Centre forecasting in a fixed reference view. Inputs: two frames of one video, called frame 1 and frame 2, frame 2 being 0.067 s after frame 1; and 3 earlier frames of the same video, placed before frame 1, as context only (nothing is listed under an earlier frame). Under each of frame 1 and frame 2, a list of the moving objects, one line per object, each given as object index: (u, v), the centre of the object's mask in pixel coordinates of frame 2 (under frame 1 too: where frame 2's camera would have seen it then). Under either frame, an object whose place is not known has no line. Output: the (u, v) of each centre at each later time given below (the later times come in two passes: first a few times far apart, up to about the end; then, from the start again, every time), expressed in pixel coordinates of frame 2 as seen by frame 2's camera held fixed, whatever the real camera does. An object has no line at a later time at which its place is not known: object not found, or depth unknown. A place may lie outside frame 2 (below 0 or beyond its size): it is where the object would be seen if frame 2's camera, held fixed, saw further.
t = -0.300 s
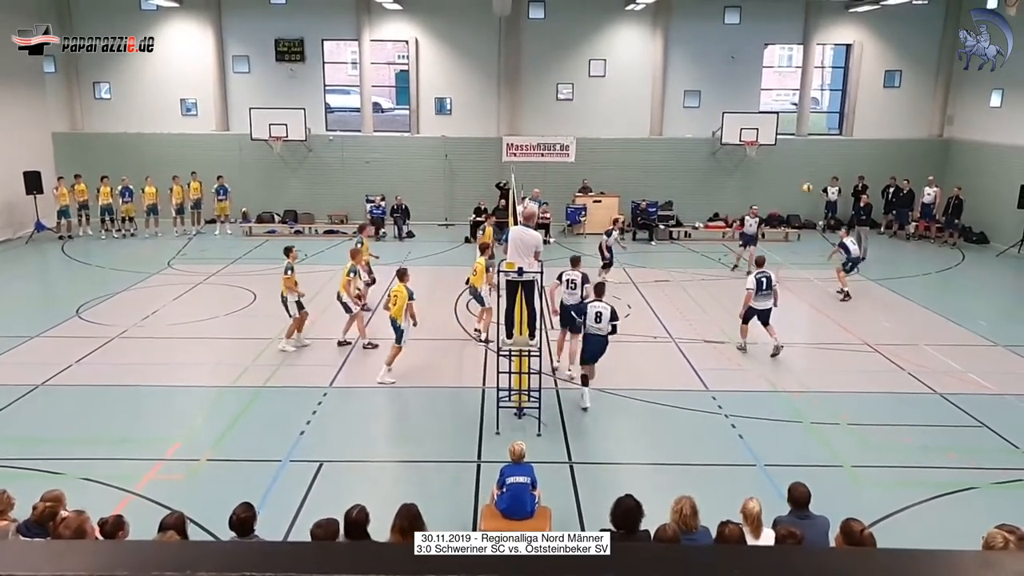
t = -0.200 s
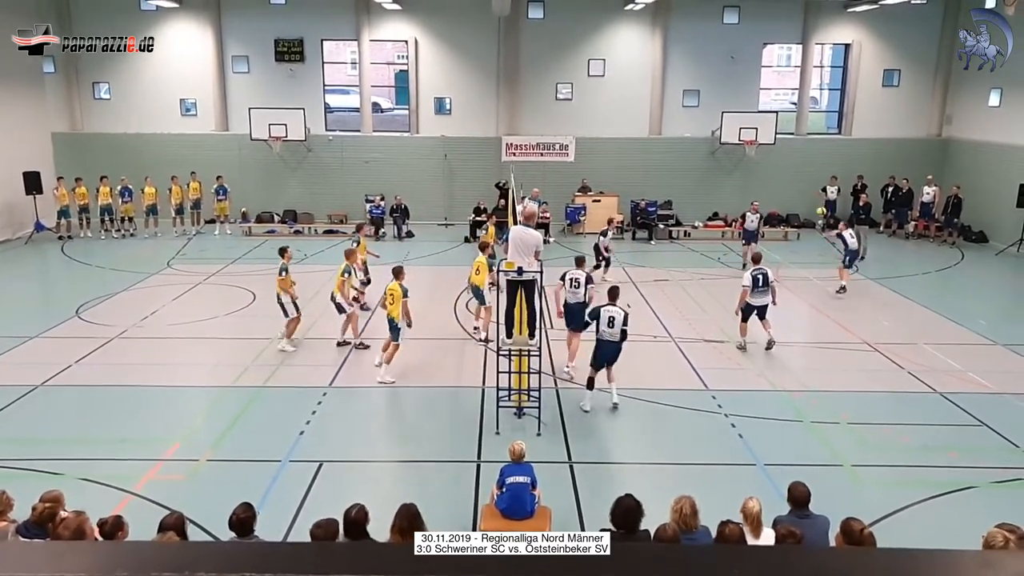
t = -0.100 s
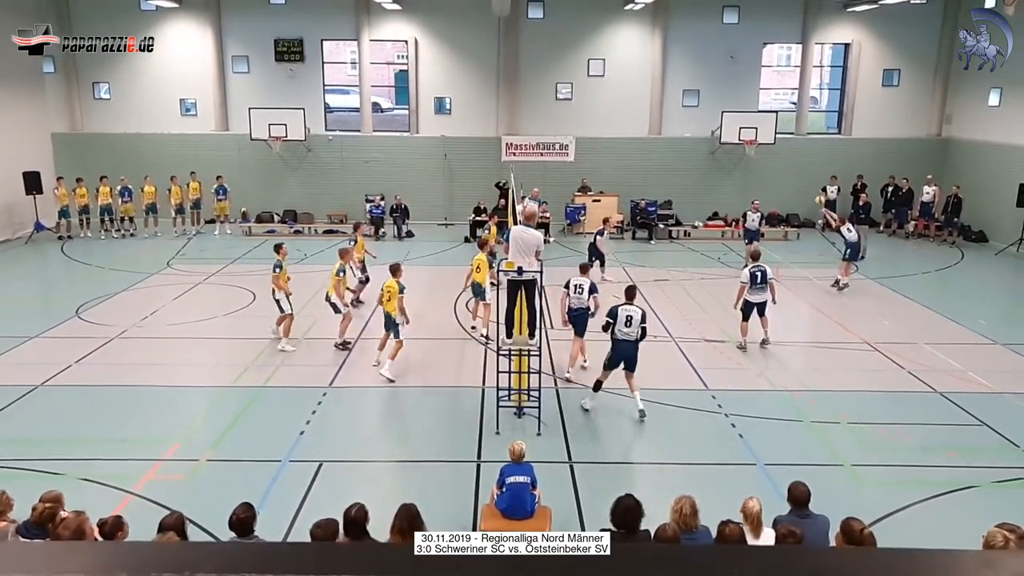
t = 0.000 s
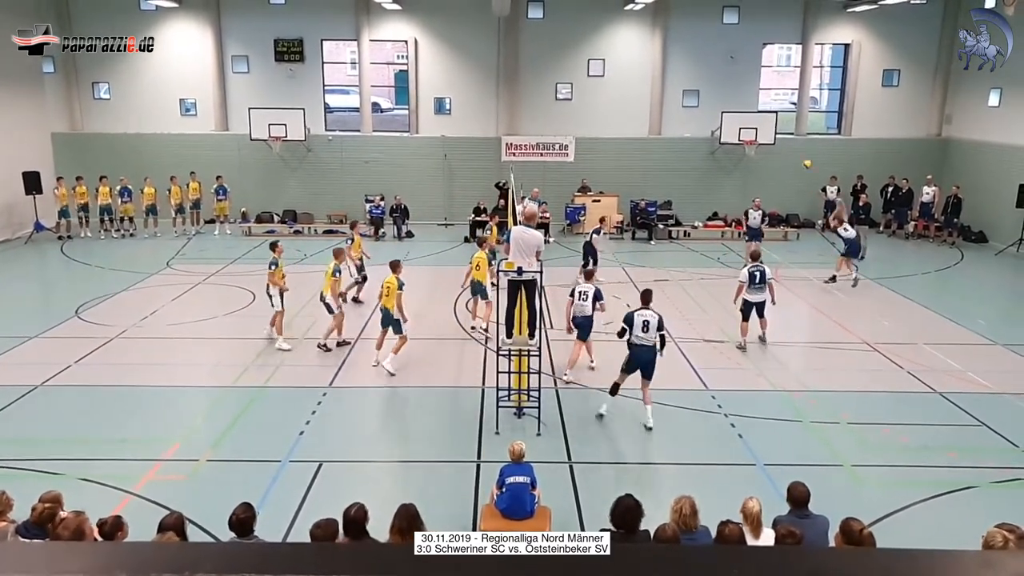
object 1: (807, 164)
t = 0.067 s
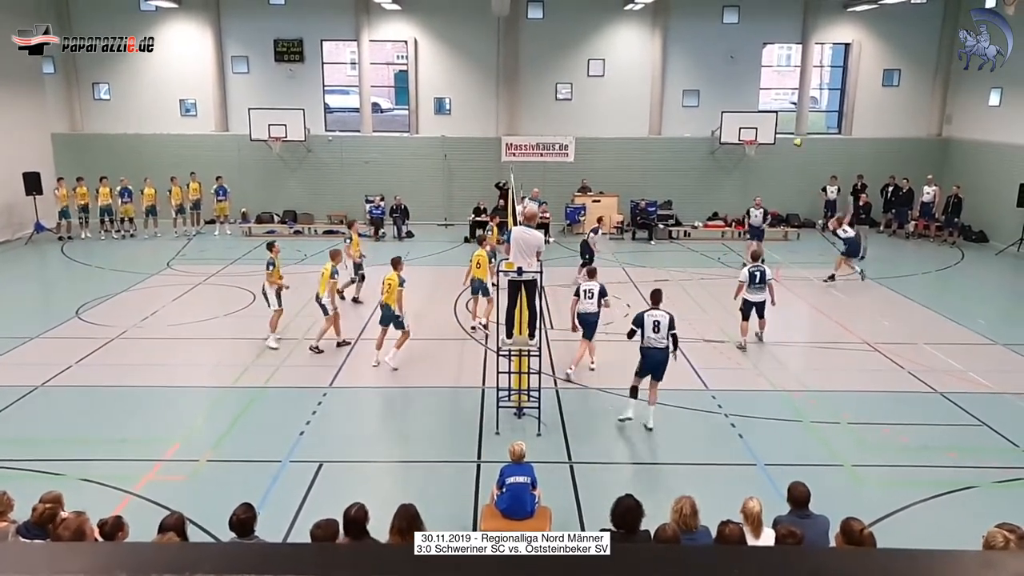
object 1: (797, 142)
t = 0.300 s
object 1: (765, 85)
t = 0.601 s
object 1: (721, 46)
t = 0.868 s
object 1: (683, 47)
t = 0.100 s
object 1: (793, 132)
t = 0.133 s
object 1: (788, 124)
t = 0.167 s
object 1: (784, 115)
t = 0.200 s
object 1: (780, 107)
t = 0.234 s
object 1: (776, 98)
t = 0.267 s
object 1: (770, 92)
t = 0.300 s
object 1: (765, 85)
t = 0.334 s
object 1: (761, 78)
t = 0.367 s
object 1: (755, 72)
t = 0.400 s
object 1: (750, 67)
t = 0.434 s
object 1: (746, 62)
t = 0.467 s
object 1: (741, 58)
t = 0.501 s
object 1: (736, 55)
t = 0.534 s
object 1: (731, 52)
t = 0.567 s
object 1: (727, 48)
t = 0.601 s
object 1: (721, 46)
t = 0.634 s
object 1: (717, 45)
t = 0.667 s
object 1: (712, 44)
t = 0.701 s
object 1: (707, 43)
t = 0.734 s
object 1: (702, 43)
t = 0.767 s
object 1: (697, 43)
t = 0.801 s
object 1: (693, 44)
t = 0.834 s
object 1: (688, 45)
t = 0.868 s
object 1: (683, 47)
